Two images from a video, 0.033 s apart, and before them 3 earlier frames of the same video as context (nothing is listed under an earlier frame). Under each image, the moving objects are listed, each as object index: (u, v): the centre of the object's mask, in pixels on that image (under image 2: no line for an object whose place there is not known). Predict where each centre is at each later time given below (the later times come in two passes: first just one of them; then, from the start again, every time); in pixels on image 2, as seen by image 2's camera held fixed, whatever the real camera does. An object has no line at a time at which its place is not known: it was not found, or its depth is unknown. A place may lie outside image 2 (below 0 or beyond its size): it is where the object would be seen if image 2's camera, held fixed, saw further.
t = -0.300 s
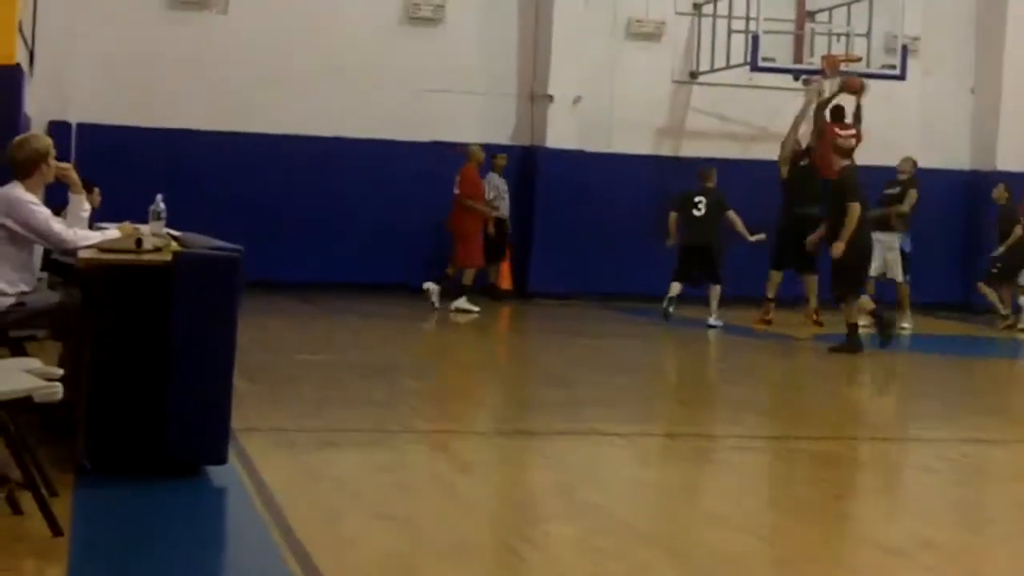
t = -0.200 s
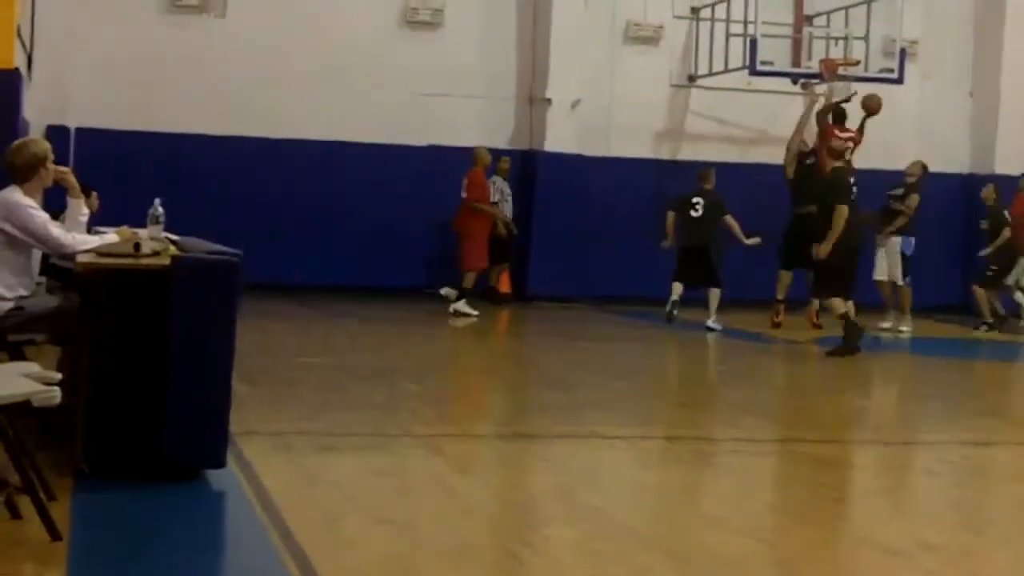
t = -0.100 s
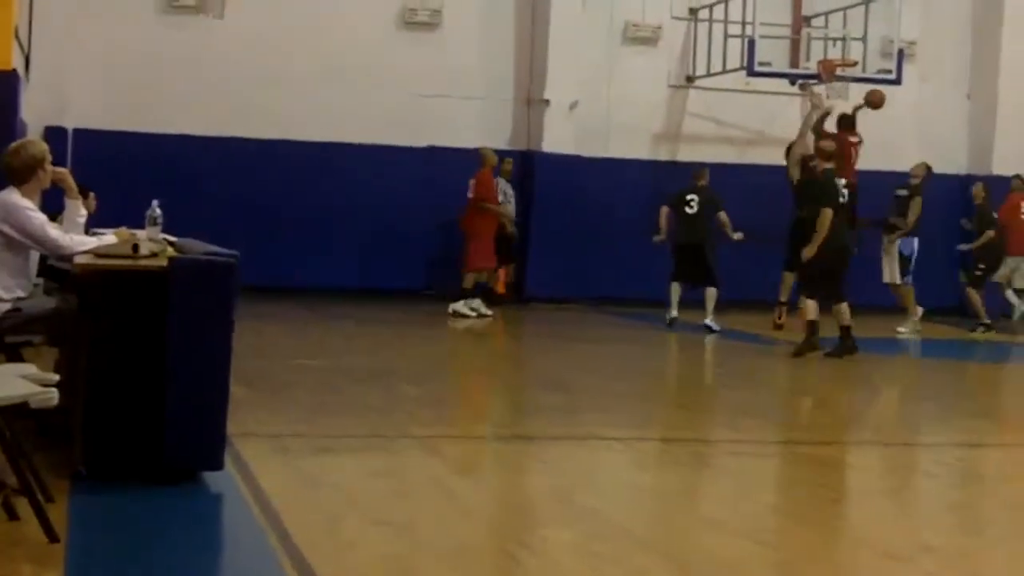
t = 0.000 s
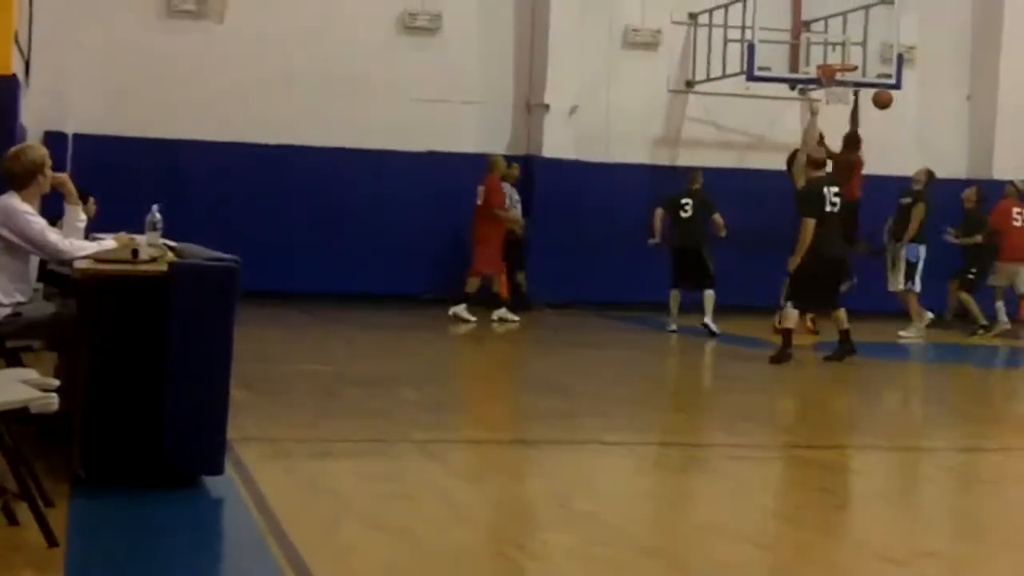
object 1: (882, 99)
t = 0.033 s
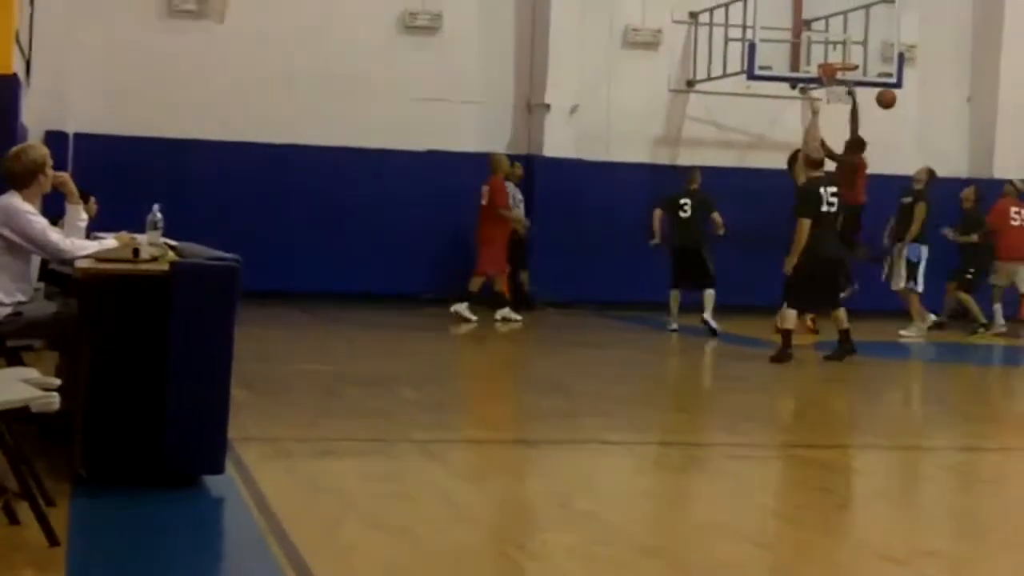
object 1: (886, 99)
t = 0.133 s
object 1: (894, 105)
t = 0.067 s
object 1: (889, 100)
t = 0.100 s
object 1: (891, 102)
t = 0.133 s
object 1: (894, 105)
